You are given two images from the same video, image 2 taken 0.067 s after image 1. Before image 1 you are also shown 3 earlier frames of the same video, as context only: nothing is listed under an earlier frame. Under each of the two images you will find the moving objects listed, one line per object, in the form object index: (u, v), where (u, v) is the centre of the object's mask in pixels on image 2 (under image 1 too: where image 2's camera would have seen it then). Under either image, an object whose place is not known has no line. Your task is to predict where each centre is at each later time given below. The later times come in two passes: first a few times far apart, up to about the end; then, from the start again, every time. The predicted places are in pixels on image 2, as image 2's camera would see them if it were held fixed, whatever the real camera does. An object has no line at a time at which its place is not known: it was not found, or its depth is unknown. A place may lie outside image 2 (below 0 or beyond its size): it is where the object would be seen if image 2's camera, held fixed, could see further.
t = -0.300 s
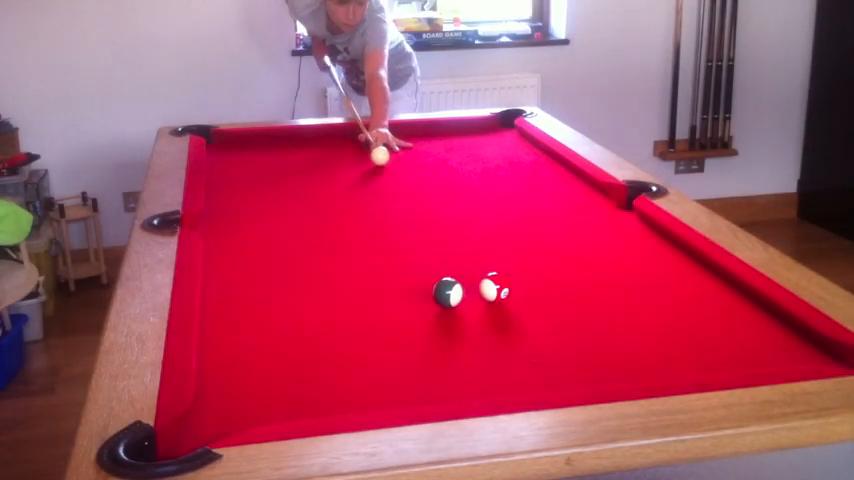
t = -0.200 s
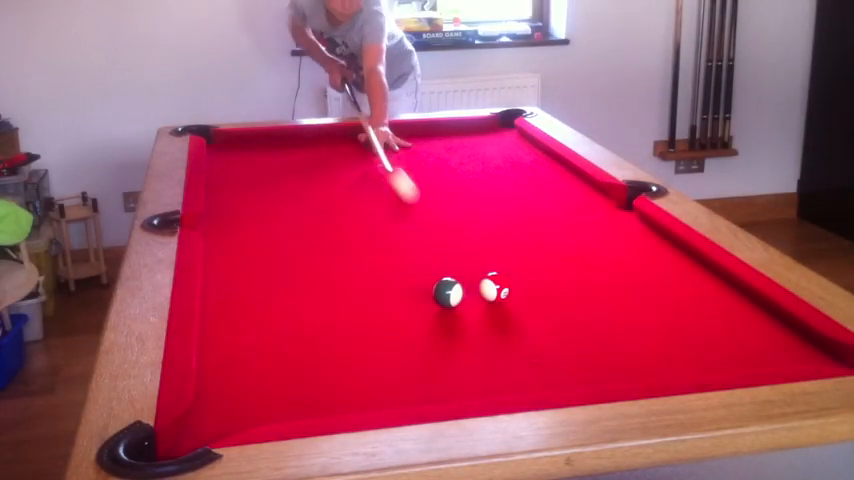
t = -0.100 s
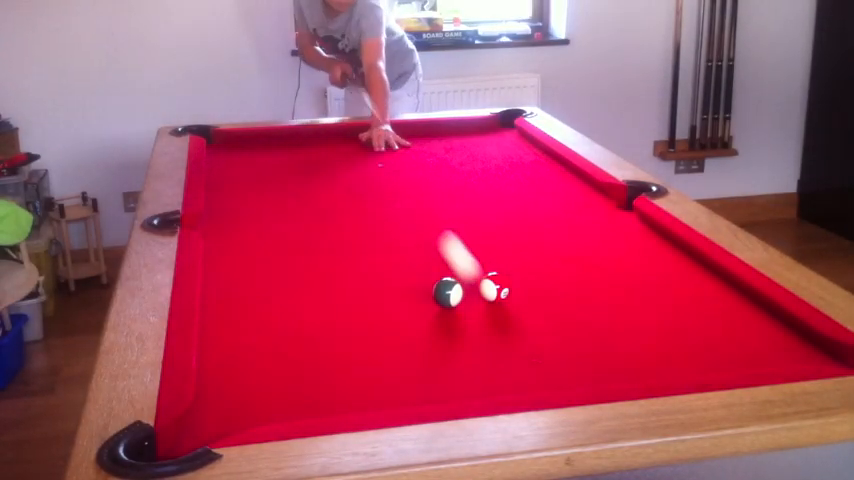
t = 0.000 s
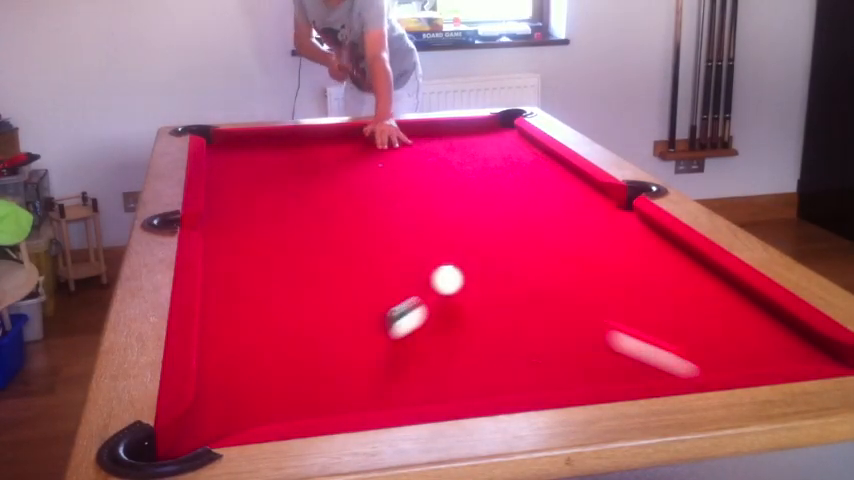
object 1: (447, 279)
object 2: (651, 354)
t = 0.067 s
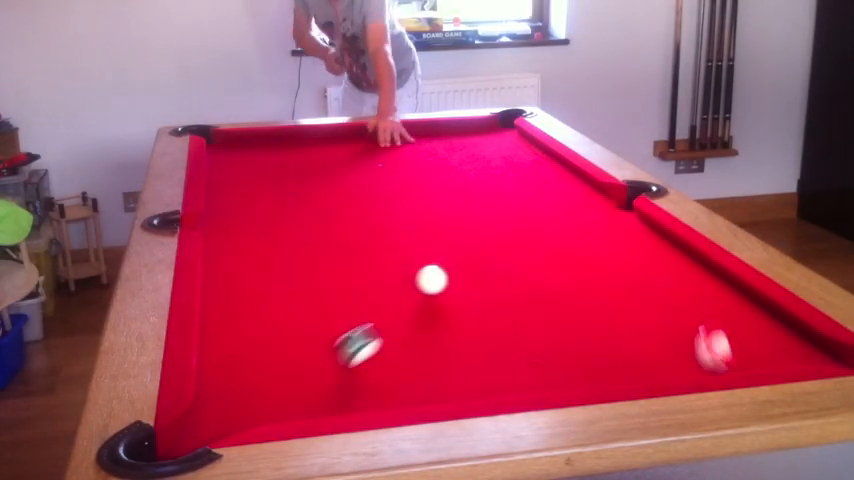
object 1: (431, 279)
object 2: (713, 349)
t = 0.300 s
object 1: (395, 289)
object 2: (666, 246)
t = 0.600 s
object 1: (355, 308)
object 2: (533, 186)
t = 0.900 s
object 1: (316, 326)
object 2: (443, 147)
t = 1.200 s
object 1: (277, 343)
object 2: (384, 136)
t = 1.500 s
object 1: (240, 359)
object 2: (335, 159)
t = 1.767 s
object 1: (214, 372)
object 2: (285, 183)
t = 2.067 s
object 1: (227, 376)
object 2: (220, 214)
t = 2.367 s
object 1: (233, 378)
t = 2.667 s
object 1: (233, 378)
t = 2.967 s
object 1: (233, 378)
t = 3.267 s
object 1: (233, 378)
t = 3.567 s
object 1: (233, 378)
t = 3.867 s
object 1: (233, 378)
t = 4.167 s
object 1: (233, 378)
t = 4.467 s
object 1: (233, 378)
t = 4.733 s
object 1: (233, 378)
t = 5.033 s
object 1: (233, 378)
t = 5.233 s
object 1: (233, 378)
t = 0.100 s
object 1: (425, 280)
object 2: (708, 327)
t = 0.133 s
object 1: (419, 280)
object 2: (701, 312)
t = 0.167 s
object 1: (413, 282)
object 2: (698, 293)
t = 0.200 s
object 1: (409, 283)
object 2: (695, 277)
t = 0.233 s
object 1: (404, 285)
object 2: (690, 265)
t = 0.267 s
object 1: (400, 287)
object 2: (685, 253)
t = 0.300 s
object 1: (395, 289)
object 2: (666, 246)
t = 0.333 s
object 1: (391, 291)
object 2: (648, 236)
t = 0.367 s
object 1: (386, 293)
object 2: (628, 231)
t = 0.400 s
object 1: (382, 295)
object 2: (614, 222)
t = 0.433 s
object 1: (377, 297)
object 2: (596, 217)
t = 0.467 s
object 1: (373, 299)
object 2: (585, 209)
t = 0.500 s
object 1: (369, 301)
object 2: (568, 205)
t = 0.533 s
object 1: (364, 303)
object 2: (558, 196)
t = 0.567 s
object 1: (360, 306)
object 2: (543, 193)
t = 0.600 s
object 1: (355, 308)
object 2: (533, 186)
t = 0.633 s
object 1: (351, 310)
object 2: (519, 182)
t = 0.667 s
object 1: (347, 312)
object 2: (510, 175)
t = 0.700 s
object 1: (342, 314)
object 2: (498, 173)
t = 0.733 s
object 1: (338, 316)
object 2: (490, 166)
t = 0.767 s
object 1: (333, 318)
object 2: (478, 164)
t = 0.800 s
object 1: (329, 319)
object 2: (470, 158)
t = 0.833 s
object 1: (325, 321)
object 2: (460, 155)
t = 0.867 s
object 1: (320, 324)
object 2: (452, 151)
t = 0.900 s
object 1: (316, 326)
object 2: (443, 147)
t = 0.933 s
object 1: (312, 327)
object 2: (435, 144)
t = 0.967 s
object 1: (307, 330)
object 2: (428, 139)
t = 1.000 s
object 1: (303, 331)
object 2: (419, 137)
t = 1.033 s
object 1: (298, 333)
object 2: (414, 132)
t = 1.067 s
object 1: (294, 335)
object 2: (405, 130)
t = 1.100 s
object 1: (290, 337)
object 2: (400, 127)
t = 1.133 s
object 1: (286, 339)
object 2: (393, 129)
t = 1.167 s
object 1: (281, 341)
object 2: (390, 132)
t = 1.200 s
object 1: (277, 343)
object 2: (384, 136)
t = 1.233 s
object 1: (273, 345)
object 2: (378, 138)
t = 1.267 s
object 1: (269, 346)
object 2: (373, 139)
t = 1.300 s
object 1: (265, 348)
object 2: (368, 143)
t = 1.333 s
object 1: (261, 350)
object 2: (364, 145)
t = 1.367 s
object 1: (256, 352)
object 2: (357, 149)
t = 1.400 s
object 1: (252, 354)
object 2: (351, 149)
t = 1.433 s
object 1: (248, 355)
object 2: (346, 153)
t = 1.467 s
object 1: (244, 357)
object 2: (342, 156)
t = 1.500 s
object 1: (240, 359)
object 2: (335, 159)
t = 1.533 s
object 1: (236, 361)
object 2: (329, 159)
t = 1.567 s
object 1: (233, 363)
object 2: (323, 164)
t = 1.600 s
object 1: (229, 365)
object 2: (318, 167)
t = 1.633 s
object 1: (225, 366)
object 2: (311, 171)
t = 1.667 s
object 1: (221, 368)
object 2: (305, 172)
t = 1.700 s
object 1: (217, 370)
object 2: (297, 176)
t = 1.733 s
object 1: (214, 371)
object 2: (292, 180)
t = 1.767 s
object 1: (214, 372)
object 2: (285, 183)
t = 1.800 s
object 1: (216, 373)
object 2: (278, 187)
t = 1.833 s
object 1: (218, 373)
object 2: (271, 188)
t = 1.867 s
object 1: (219, 374)
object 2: (264, 193)
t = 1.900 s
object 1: (221, 374)
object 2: (259, 196)
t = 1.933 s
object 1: (222, 375)
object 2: (249, 200)
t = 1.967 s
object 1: (223, 375)
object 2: (242, 204)
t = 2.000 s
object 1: (225, 375)
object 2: (234, 206)
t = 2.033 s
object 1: (226, 376)
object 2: (226, 211)
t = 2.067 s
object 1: (227, 376)
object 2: (220, 214)
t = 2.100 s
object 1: (228, 376)
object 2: (210, 219)
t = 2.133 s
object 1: (229, 377)
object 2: (202, 223)
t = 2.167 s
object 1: (229, 377)
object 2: (195, 224)
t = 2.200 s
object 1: (230, 377)
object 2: (189, 226)
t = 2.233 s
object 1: (231, 378)
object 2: (186, 225)
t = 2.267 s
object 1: (231, 378)
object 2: (185, 226)
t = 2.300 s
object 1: (232, 378)
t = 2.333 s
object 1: (232, 378)
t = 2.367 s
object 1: (233, 378)
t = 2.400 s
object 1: (233, 378)
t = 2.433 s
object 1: (233, 379)
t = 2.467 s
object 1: (233, 379)
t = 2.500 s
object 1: (233, 379)
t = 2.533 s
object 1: (233, 379)
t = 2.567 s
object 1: (233, 379)
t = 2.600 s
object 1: (233, 379)
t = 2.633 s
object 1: (233, 378)
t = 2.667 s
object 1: (233, 378)
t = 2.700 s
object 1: (233, 378)
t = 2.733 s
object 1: (233, 378)
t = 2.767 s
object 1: (233, 378)
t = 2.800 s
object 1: (233, 378)
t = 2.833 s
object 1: (233, 378)
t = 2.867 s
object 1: (233, 378)
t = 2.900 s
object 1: (233, 378)
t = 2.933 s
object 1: (233, 378)
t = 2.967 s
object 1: (233, 378)
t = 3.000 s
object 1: (233, 378)
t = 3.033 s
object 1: (233, 378)
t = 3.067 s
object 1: (233, 378)
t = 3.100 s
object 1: (233, 378)
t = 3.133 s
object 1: (233, 378)
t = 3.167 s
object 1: (233, 378)
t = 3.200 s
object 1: (233, 378)
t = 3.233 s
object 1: (233, 378)
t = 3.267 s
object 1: (233, 378)
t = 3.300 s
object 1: (233, 378)
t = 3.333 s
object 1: (233, 378)
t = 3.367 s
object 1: (233, 378)
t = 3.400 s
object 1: (233, 378)
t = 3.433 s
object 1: (233, 378)
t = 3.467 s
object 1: (233, 378)
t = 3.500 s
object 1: (233, 378)
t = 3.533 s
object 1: (233, 378)
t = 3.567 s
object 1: (233, 378)
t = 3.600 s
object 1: (233, 378)
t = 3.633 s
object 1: (233, 378)
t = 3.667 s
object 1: (233, 378)
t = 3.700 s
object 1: (233, 378)
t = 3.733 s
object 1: (233, 378)
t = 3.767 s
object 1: (233, 378)
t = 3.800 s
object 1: (233, 378)
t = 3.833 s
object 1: (233, 378)
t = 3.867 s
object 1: (233, 378)
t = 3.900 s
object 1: (233, 378)
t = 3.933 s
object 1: (233, 378)
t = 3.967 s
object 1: (233, 378)
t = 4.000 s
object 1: (233, 378)
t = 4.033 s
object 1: (233, 378)
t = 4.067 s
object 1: (233, 378)
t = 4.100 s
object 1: (233, 378)
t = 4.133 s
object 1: (233, 378)
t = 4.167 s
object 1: (233, 378)
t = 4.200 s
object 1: (233, 378)
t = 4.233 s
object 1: (233, 378)
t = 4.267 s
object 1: (233, 378)
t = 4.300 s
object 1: (233, 378)
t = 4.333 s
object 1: (233, 378)
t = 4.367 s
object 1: (233, 378)
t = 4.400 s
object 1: (233, 378)
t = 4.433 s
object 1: (233, 378)
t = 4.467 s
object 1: (233, 378)
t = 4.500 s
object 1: (233, 378)
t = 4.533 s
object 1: (233, 378)
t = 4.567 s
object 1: (233, 378)
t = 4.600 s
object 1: (233, 378)
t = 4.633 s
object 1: (233, 378)
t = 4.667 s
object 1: (233, 378)
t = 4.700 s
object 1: (233, 378)
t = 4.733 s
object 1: (233, 378)
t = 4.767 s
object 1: (233, 378)
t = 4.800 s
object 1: (233, 378)
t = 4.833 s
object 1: (233, 378)
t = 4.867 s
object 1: (233, 378)
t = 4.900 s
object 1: (233, 378)
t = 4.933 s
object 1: (233, 378)
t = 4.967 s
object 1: (233, 378)
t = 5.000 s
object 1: (233, 378)
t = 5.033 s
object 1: (233, 378)
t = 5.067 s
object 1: (233, 378)
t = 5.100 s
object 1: (233, 378)
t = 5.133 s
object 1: (233, 378)
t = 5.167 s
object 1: (233, 378)
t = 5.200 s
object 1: (233, 378)
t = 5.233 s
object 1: (233, 378)
